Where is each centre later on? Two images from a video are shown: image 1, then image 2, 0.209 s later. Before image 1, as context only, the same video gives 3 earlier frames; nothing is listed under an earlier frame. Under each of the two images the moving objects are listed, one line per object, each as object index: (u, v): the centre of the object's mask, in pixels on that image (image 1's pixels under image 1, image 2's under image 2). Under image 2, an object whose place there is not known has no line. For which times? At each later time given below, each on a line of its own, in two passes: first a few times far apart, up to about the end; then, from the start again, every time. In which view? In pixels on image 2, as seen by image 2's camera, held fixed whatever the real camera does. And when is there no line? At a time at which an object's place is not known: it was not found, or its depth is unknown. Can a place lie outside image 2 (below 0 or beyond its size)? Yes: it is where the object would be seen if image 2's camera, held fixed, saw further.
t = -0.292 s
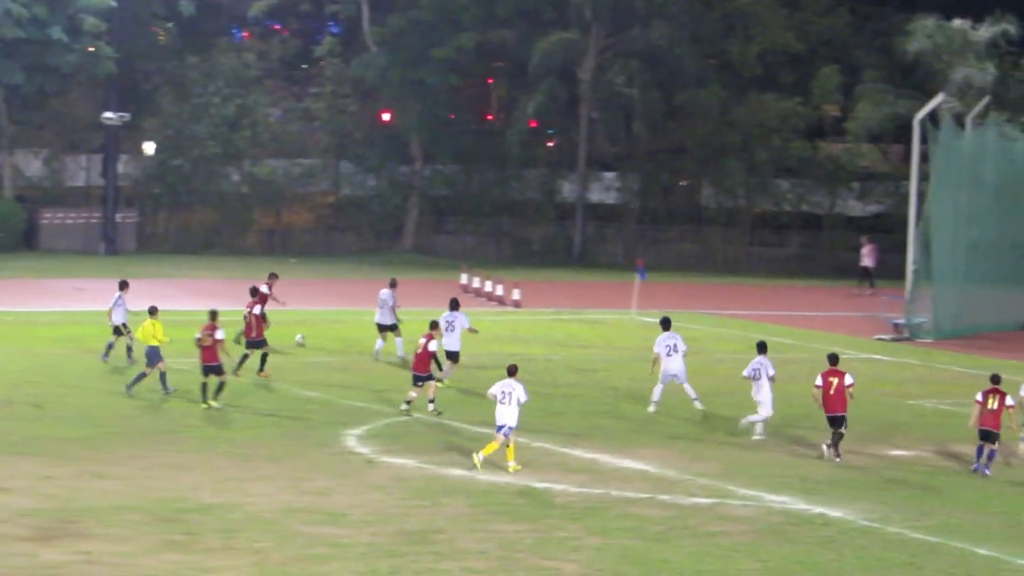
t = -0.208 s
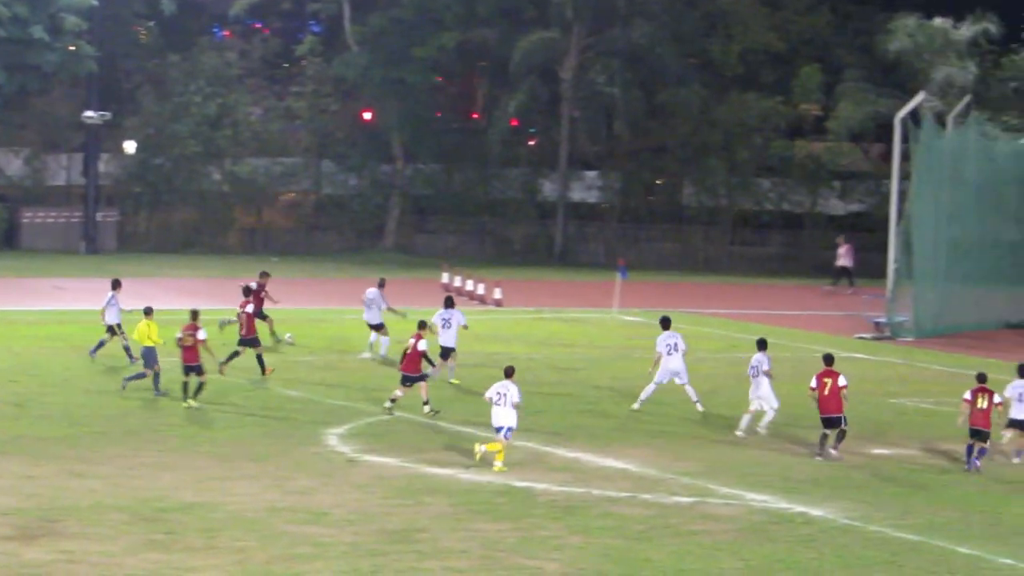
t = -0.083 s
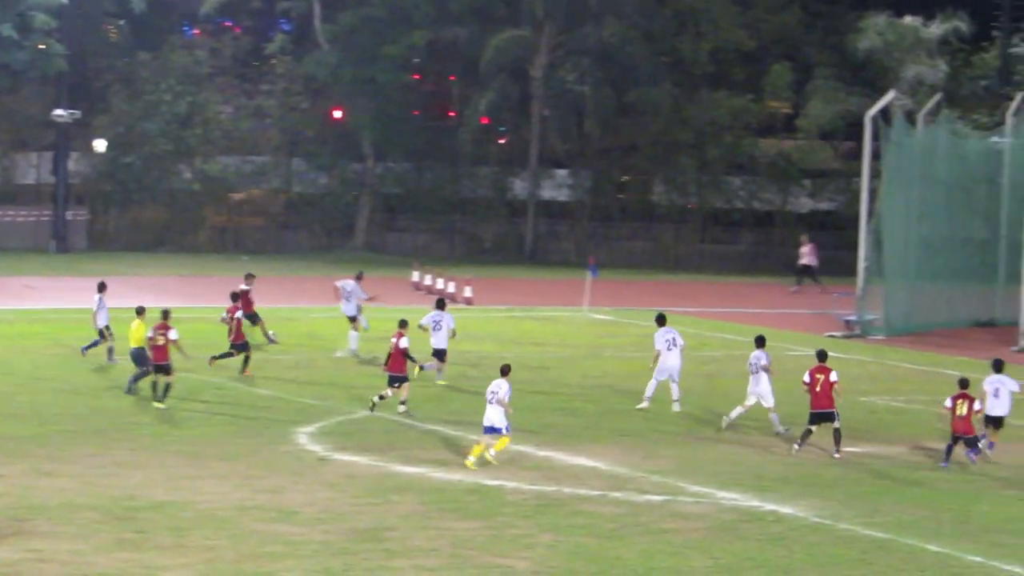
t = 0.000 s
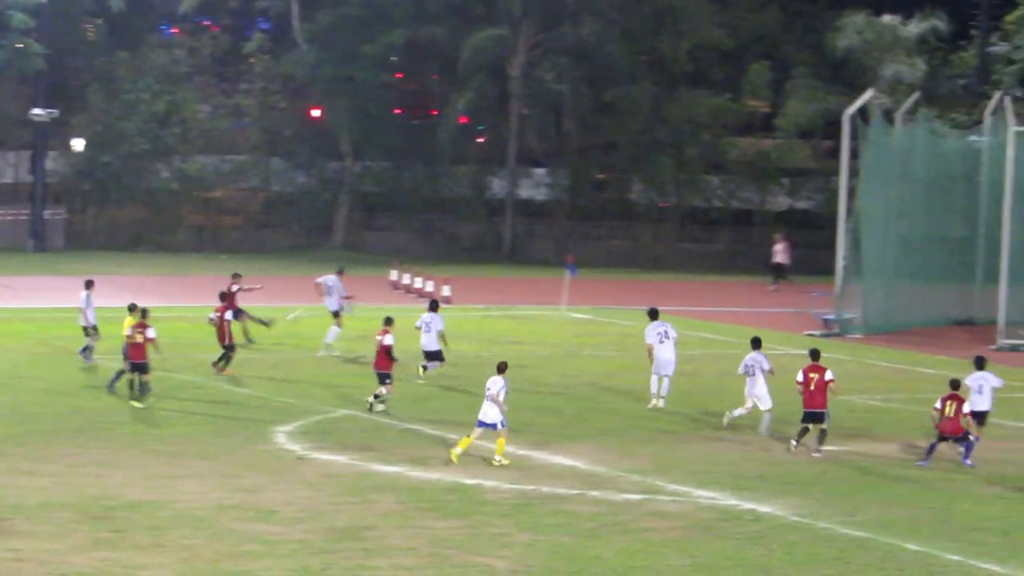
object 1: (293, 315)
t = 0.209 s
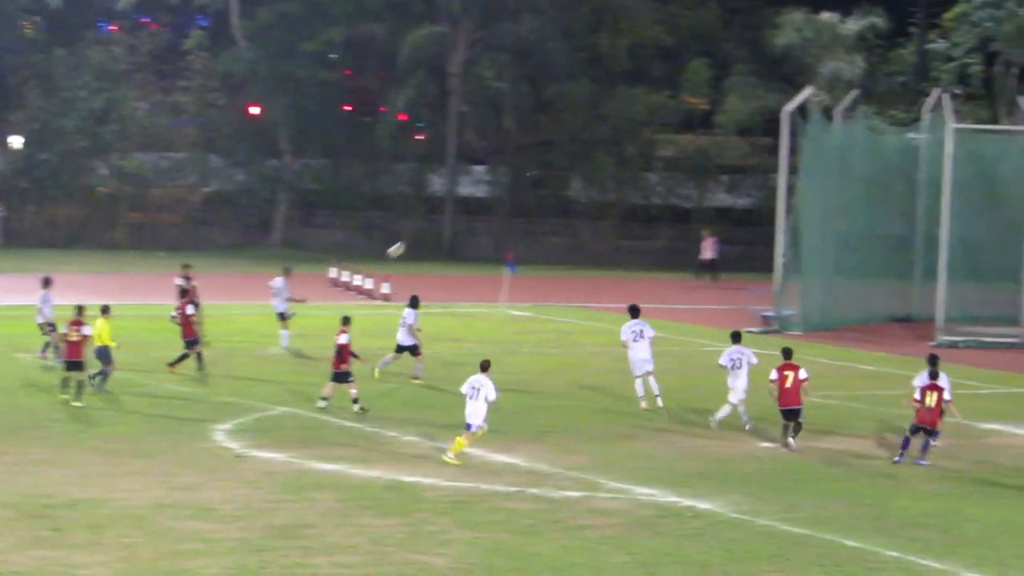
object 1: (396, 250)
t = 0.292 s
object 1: (457, 230)
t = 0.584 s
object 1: (665, 187)
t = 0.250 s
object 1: (427, 240)
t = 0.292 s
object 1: (457, 230)
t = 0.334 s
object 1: (488, 221)
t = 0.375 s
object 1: (517, 213)
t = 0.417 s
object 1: (547, 206)
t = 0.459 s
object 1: (576, 200)
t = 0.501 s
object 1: (606, 195)
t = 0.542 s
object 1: (635, 191)
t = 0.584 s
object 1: (665, 187)
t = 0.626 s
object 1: (695, 185)
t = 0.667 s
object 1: (725, 183)
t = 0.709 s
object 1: (755, 183)
